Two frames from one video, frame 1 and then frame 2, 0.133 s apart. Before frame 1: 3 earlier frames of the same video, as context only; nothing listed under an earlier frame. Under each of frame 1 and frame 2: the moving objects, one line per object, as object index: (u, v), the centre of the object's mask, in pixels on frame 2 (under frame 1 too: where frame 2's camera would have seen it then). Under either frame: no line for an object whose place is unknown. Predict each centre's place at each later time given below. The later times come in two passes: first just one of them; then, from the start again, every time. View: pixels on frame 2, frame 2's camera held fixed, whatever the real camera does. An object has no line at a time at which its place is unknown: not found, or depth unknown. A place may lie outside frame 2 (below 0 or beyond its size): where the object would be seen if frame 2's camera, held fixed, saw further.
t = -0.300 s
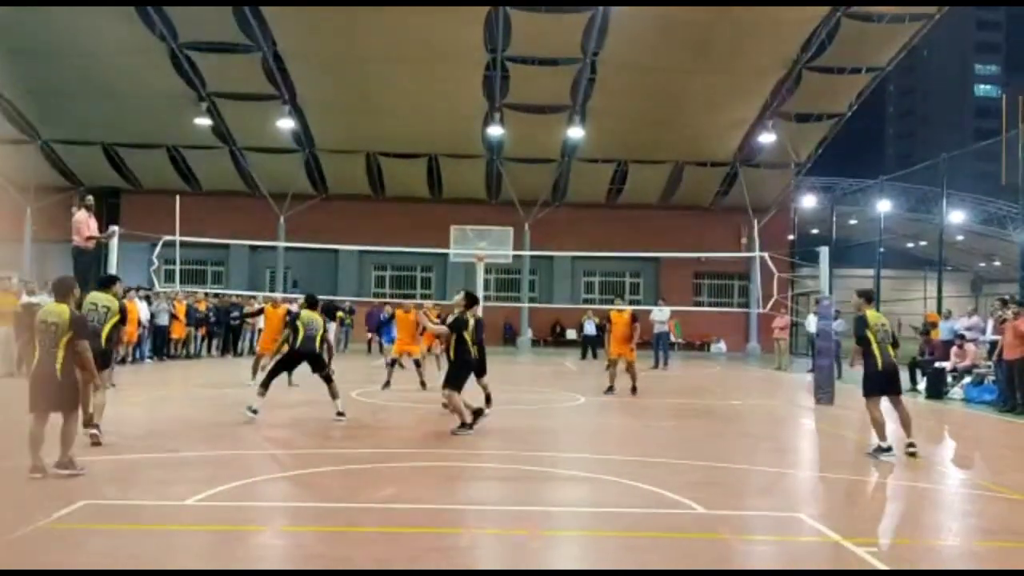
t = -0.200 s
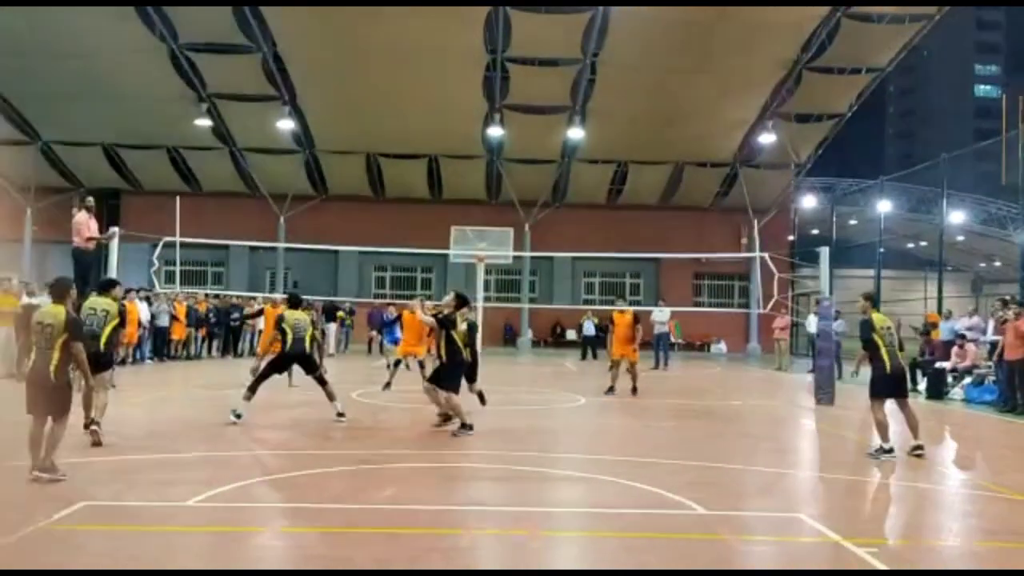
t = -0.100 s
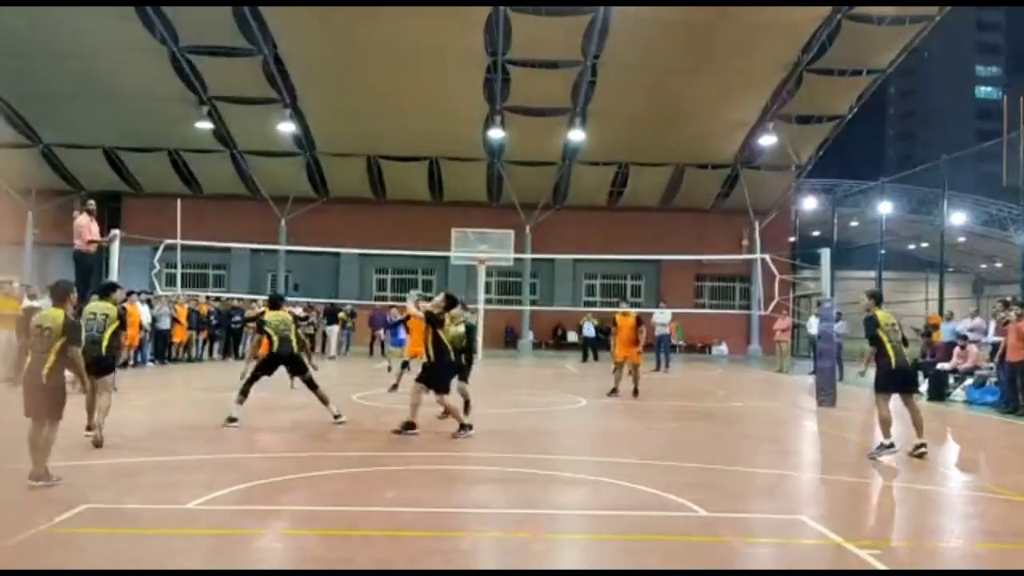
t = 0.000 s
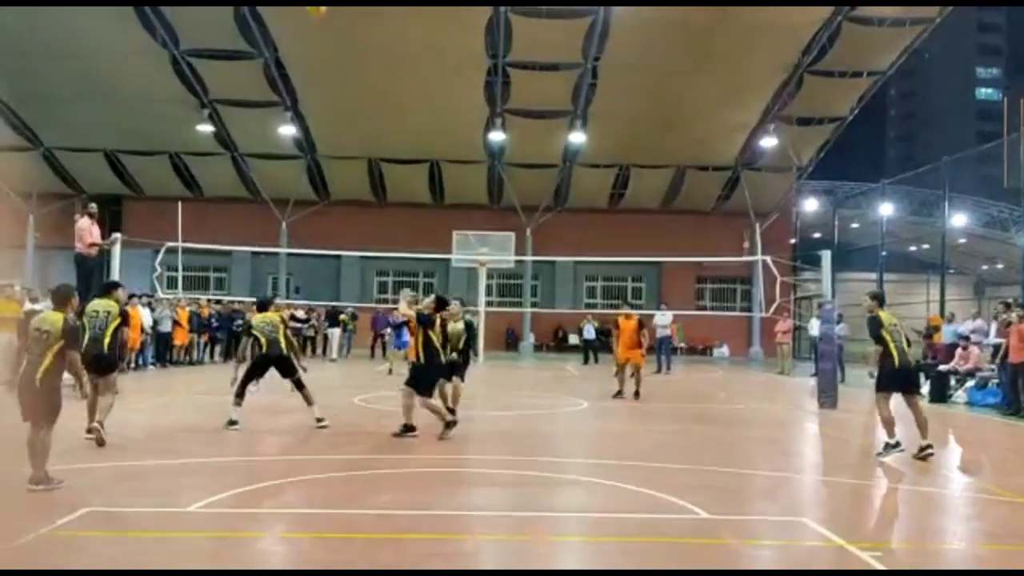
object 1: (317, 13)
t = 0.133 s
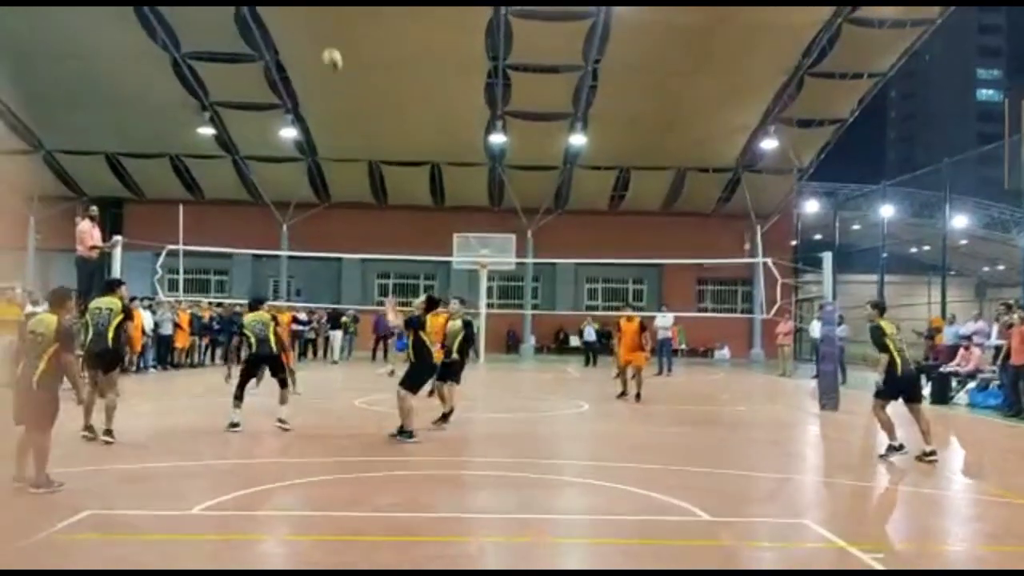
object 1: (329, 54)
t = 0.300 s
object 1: (349, 137)
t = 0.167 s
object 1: (335, 71)
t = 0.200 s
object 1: (338, 87)
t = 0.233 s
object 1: (343, 106)
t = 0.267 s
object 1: (345, 119)
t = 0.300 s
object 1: (349, 137)
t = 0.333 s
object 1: (352, 157)
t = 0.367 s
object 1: (357, 181)
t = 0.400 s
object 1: (361, 204)
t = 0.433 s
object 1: (364, 224)
